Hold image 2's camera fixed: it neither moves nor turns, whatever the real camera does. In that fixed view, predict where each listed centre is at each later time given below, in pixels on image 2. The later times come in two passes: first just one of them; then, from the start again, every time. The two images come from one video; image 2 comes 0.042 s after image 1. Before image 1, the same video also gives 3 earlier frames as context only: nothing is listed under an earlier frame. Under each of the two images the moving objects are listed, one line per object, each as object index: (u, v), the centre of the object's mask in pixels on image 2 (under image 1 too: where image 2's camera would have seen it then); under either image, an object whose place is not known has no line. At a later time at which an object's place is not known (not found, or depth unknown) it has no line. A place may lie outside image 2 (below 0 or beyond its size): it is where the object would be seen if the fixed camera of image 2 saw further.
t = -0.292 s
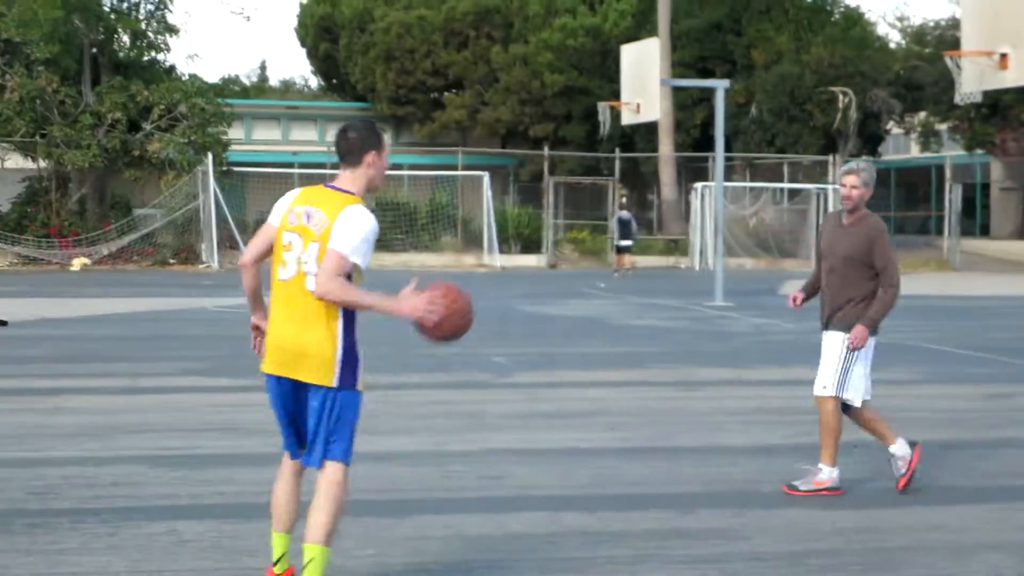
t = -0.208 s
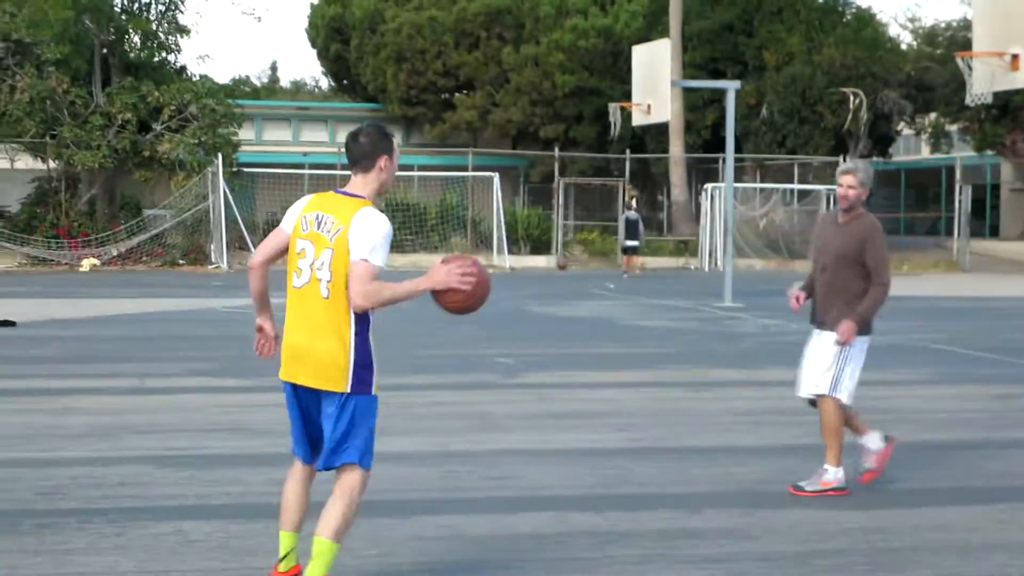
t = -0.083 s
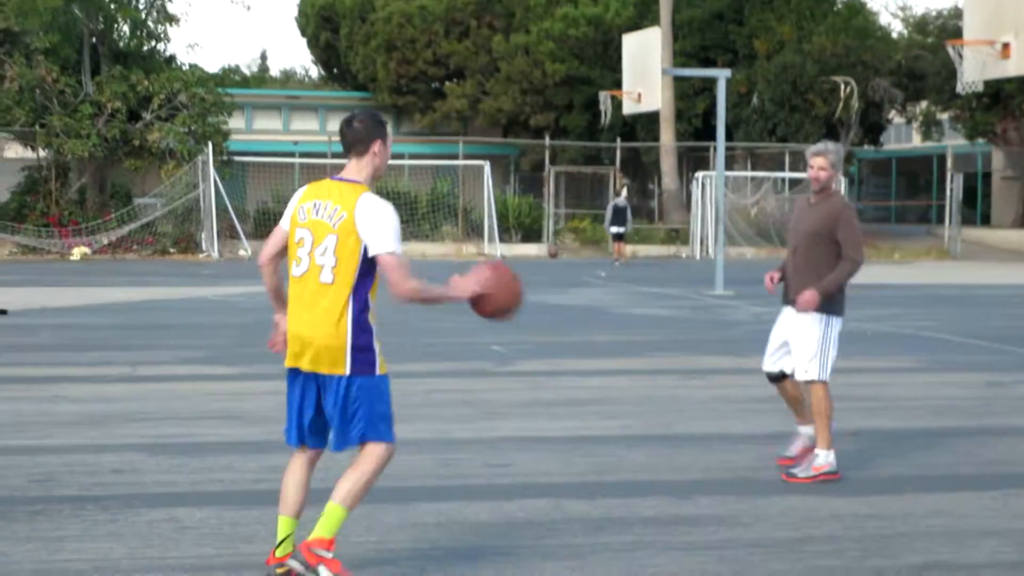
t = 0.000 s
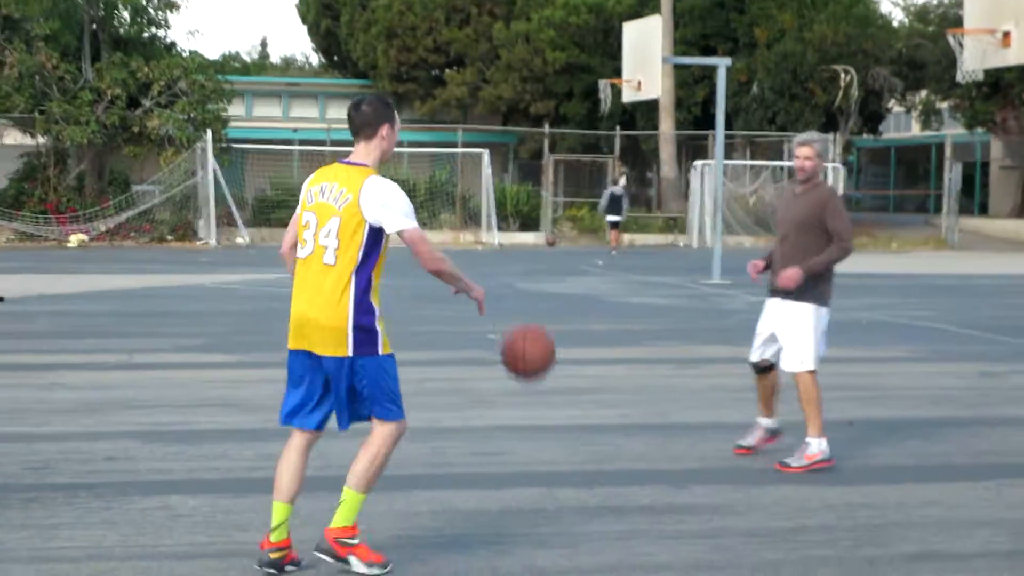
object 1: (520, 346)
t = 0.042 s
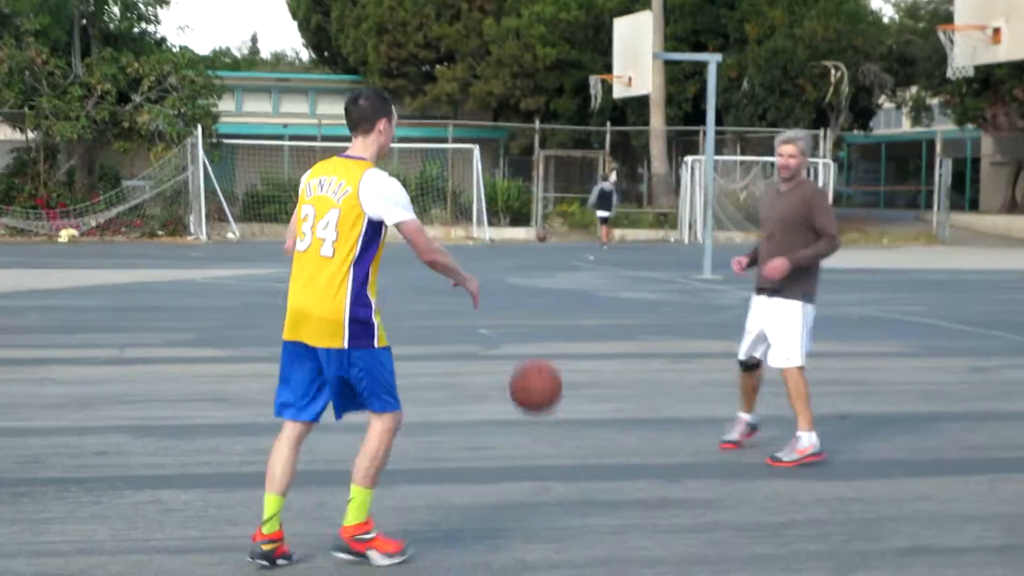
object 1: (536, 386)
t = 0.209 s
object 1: (577, 423)
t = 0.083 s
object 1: (550, 428)
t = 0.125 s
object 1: (564, 470)
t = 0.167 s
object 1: (573, 463)
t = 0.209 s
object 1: (577, 423)
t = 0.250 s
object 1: (582, 385)
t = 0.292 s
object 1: (586, 351)
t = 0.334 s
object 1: (590, 322)
